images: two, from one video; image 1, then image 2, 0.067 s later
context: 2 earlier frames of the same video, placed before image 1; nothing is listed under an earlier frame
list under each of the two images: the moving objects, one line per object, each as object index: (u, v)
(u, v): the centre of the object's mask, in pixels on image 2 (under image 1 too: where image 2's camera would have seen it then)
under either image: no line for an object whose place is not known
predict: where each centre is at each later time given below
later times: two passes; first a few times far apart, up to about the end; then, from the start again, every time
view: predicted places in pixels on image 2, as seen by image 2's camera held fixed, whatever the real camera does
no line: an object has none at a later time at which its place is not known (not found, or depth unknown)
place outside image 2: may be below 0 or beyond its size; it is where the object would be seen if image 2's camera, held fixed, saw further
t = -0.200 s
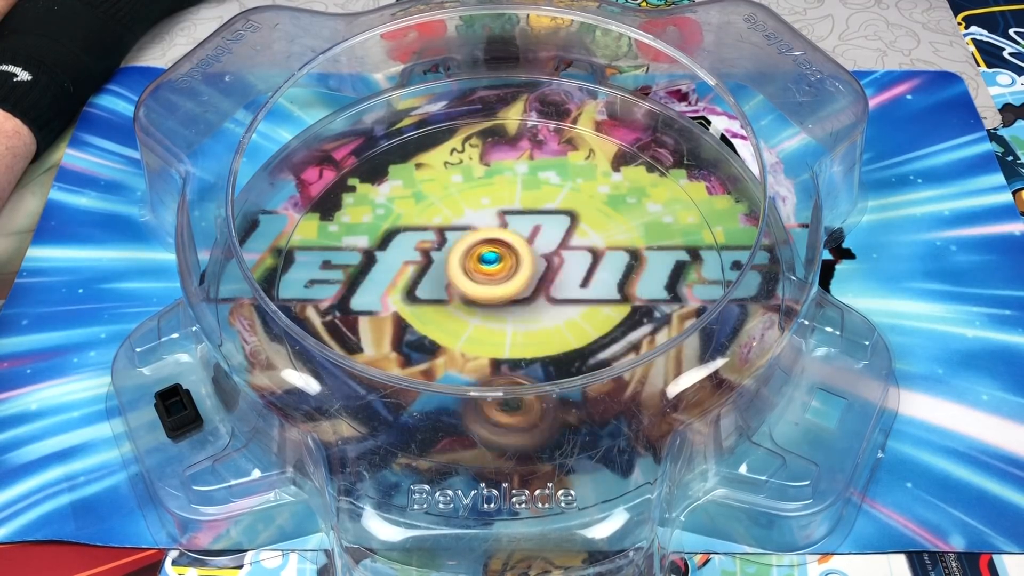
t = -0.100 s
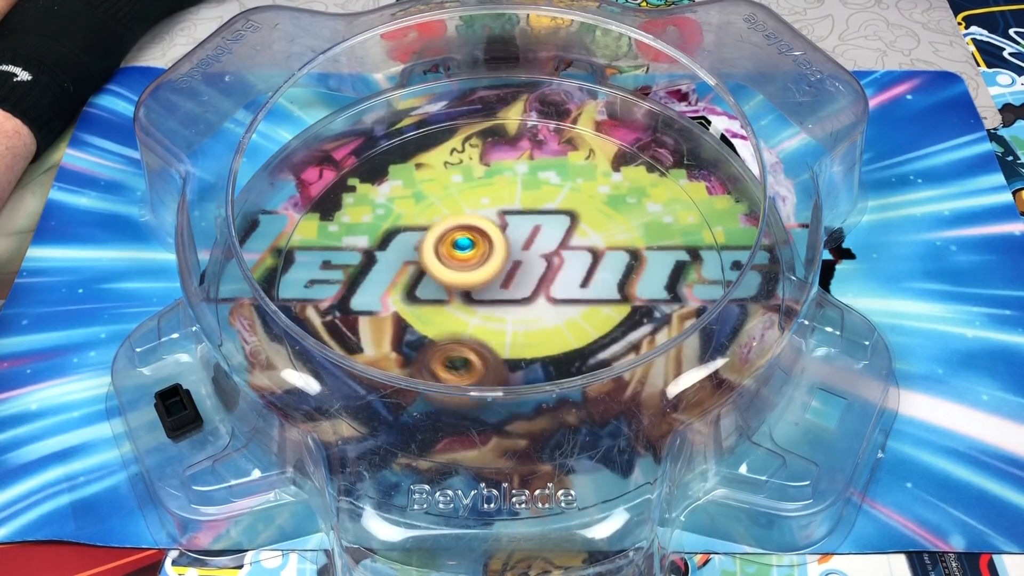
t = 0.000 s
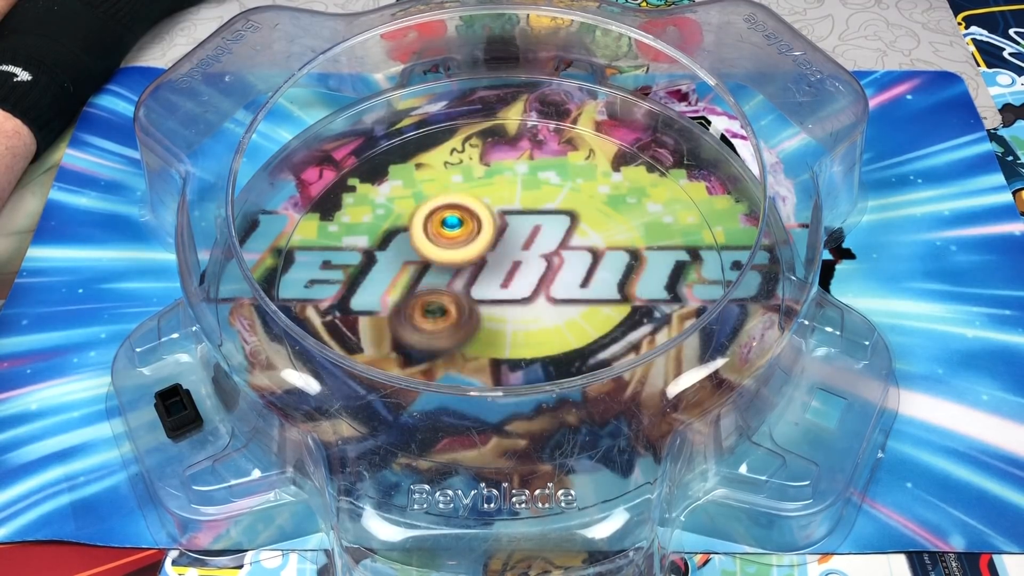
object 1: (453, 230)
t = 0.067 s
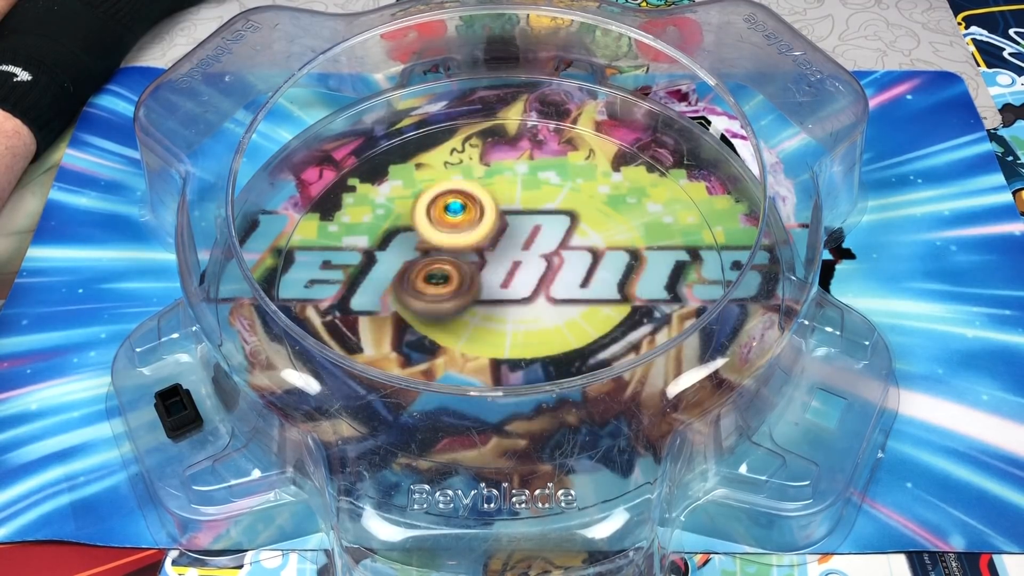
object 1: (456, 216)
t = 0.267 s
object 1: (511, 165)
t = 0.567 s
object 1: (563, 208)
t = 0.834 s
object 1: (516, 239)
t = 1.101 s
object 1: (458, 205)
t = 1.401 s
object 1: (468, 197)
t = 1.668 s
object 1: (483, 222)
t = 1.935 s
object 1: (476, 187)
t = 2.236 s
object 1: (487, 246)
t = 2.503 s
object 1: (438, 260)
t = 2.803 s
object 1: (447, 260)
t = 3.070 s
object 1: (465, 277)
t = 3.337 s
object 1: (480, 306)
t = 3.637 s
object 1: (500, 311)
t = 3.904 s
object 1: (553, 333)
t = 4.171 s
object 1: (548, 317)
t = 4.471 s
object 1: (612, 266)
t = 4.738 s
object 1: (599, 243)
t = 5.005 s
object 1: (577, 190)
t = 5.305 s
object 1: (508, 192)
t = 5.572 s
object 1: (449, 178)
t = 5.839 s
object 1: (420, 226)
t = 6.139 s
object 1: (396, 286)
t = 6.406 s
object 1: (431, 325)
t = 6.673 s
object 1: (511, 339)
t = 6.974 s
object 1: (578, 310)
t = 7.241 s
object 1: (589, 260)
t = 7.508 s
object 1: (552, 216)
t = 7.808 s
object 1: (486, 199)
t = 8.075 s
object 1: (440, 225)
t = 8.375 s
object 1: (428, 281)
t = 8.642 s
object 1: (464, 321)
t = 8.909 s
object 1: (526, 326)
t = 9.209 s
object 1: (575, 293)
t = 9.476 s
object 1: (601, 247)
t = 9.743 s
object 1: (559, 215)
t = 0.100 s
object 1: (460, 199)
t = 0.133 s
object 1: (466, 185)
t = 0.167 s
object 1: (476, 173)
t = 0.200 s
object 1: (486, 167)
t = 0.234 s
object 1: (498, 164)
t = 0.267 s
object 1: (511, 165)
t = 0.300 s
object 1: (524, 169)
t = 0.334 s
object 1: (535, 175)
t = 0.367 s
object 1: (545, 183)
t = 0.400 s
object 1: (552, 186)
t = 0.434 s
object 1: (558, 190)
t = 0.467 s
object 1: (562, 195)
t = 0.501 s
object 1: (565, 202)
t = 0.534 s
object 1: (565, 208)
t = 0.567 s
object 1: (563, 208)
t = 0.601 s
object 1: (561, 210)
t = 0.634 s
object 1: (557, 213)
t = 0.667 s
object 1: (552, 217)
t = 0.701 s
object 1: (547, 221)
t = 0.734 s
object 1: (541, 227)
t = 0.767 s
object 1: (534, 231)
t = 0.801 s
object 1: (525, 236)
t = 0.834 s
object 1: (516, 239)
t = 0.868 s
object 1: (504, 234)
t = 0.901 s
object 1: (492, 229)
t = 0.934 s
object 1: (482, 225)
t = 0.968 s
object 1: (475, 221)
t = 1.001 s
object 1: (468, 216)
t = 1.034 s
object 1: (464, 212)
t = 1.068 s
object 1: (461, 208)
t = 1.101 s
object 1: (458, 205)
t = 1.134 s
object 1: (457, 202)
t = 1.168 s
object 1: (457, 199)
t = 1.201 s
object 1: (458, 198)
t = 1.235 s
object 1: (460, 197)
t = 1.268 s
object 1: (463, 198)
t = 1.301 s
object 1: (466, 201)
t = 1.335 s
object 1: (469, 204)
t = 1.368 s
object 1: (470, 204)
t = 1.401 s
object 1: (468, 197)
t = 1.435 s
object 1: (467, 192)
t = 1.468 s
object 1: (468, 191)
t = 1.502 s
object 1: (470, 192)
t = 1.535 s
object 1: (472, 195)
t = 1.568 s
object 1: (475, 200)
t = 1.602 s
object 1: (478, 206)
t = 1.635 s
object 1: (481, 213)
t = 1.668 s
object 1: (483, 222)
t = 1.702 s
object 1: (483, 227)
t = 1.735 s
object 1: (476, 214)
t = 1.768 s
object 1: (471, 202)
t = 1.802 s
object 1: (468, 195)
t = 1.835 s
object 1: (468, 190)
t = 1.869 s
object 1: (469, 188)
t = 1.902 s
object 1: (472, 186)
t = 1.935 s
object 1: (476, 187)
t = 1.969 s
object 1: (479, 190)
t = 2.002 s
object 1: (483, 193)
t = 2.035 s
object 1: (486, 198)
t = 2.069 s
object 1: (489, 204)
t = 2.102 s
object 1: (492, 211)
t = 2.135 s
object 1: (492, 218)
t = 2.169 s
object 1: (491, 228)
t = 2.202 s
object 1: (489, 237)
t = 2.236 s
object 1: (487, 246)
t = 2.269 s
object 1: (482, 254)
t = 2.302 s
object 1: (474, 257)
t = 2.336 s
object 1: (467, 258)
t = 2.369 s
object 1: (460, 259)
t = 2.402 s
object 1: (454, 259)
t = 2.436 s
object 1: (447, 260)
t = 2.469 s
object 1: (442, 260)
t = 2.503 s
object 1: (438, 260)
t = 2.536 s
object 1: (434, 259)
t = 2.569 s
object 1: (431, 259)
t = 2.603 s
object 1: (429, 258)
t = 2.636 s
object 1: (429, 258)
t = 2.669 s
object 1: (431, 258)
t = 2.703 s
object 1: (434, 257)
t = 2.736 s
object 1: (438, 257)
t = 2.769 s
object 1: (443, 258)
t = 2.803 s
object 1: (447, 260)
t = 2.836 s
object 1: (446, 261)
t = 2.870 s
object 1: (446, 262)
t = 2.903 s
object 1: (448, 264)
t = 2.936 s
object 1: (450, 266)
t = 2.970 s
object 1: (454, 268)
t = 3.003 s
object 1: (457, 270)
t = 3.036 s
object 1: (461, 274)
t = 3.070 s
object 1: (465, 277)
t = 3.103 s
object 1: (469, 282)
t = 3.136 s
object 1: (470, 286)
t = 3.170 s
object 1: (472, 291)
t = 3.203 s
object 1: (474, 295)
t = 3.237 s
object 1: (476, 298)
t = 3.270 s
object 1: (477, 301)
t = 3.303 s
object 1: (478, 303)
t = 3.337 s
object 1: (480, 306)
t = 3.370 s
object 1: (481, 307)
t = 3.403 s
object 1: (482, 309)
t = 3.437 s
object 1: (484, 311)
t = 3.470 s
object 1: (486, 312)
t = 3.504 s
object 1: (488, 313)
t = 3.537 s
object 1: (491, 313)
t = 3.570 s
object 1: (494, 313)
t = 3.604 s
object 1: (497, 313)
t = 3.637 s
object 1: (500, 311)
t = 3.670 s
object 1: (505, 311)
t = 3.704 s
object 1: (517, 315)
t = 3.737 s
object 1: (528, 320)
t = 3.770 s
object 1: (537, 323)
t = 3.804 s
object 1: (544, 327)
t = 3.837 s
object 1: (548, 329)
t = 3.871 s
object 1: (551, 332)
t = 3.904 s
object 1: (553, 333)
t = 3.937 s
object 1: (555, 335)
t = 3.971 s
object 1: (555, 335)
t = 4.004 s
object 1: (556, 335)
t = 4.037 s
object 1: (556, 334)
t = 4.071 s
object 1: (555, 331)
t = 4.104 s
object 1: (553, 328)
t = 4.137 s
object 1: (550, 323)
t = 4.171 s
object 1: (548, 317)
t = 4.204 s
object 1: (547, 310)
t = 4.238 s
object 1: (558, 302)
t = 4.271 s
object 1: (570, 296)
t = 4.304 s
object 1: (580, 290)
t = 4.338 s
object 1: (588, 284)
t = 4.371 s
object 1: (596, 279)
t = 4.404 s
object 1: (603, 275)
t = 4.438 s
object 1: (608, 270)
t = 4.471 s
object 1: (612, 266)
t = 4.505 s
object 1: (615, 263)
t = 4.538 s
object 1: (617, 259)
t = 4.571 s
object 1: (618, 256)
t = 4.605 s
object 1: (617, 253)
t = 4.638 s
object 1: (615, 251)
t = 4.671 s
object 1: (611, 248)
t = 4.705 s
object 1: (606, 246)
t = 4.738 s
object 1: (599, 243)
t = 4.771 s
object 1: (592, 240)
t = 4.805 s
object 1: (591, 229)
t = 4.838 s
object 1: (591, 217)
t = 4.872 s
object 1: (589, 210)
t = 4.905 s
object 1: (588, 203)
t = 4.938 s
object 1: (585, 198)
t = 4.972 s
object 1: (581, 194)
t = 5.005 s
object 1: (577, 190)
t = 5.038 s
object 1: (572, 188)
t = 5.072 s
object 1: (566, 186)
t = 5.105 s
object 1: (559, 186)
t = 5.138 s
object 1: (553, 185)
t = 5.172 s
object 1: (543, 185)
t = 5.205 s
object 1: (536, 186)
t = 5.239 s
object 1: (526, 188)
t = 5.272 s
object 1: (519, 190)
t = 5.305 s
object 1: (508, 192)
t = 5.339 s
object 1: (498, 188)
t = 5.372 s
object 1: (487, 181)
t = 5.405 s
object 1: (478, 177)
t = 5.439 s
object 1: (471, 174)
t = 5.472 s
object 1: (464, 173)
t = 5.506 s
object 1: (459, 173)
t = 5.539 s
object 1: (453, 175)
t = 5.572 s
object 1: (449, 178)
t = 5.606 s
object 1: (445, 181)
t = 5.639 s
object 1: (442, 186)
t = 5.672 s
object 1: (438, 192)
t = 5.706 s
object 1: (435, 199)
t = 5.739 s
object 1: (433, 206)
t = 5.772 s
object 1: (430, 214)
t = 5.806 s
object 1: (426, 221)
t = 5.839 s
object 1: (420, 226)
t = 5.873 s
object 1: (414, 230)
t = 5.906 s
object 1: (409, 237)
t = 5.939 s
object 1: (406, 244)
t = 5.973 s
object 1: (403, 251)
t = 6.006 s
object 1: (403, 258)
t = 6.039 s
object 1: (402, 266)
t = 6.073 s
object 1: (401, 273)
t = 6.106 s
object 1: (398, 280)
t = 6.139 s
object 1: (396, 286)
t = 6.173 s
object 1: (396, 293)
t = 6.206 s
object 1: (397, 298)
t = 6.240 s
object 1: (400, 303)
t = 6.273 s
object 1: (404, 309)
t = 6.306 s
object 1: (409, 313)
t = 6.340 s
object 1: (415, 318)
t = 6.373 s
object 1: (422, 321)
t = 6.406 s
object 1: (431, 325)
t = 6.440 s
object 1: (439, 328)
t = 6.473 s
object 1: (448, 330)
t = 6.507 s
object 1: (458, 333)
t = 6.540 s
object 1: (470, 334)
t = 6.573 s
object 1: (480, 335)
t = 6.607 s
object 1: (490, 338)
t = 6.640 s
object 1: (501, 339)
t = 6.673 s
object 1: (511, 339)
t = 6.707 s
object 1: (521, 338)
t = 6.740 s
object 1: (530, 337)
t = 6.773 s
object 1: (539, 334)
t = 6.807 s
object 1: (547, 331)
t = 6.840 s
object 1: (555, 328)
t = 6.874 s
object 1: (562, 324)
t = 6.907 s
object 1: (568, 320)
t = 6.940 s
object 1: (573, 315)
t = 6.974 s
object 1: (578, 310)
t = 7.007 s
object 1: (582, 304)
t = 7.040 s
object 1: (586, 298)
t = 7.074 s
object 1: (589, 292)
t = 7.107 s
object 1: (591, 286)
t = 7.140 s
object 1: (591, 279)
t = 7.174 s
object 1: (591, 273)
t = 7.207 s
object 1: (590, 267)
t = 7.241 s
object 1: (589, 260)
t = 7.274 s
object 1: (586, 254)
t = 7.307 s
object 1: (583, 248)
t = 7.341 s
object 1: (580, 242)
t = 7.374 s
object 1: (575, 236)
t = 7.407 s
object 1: (570, 230)
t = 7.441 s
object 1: (565, 225)
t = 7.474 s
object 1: (558, 221)
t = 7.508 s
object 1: (552, 216)
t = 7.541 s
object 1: (545, 212)
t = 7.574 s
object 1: (538, 209)
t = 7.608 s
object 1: (531, 206)
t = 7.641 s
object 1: (523, 203)
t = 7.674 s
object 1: (516, 200)
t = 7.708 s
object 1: (508, 199)
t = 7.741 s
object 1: (501, 199)
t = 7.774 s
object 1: (494, 199)
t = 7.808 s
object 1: (486, 199)
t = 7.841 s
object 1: (479, 201)
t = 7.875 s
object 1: (473, 203)
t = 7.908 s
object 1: (467, 205)
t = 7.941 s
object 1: (461, 208)
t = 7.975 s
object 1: (456, 212)
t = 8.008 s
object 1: (450, 216)
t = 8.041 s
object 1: (444, 221)
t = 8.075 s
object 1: (440, 225)
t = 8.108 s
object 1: (436, 230)
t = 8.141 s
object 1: (432, 236)
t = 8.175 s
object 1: (429, 243)
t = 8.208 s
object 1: (427, 249)
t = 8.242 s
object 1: (426, 255)
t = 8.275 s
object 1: (426, 262)
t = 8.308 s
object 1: (426, 268)
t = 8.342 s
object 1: (427, 275)
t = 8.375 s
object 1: (428, 281)
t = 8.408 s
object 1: (430, 288)
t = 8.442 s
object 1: (433, 294)
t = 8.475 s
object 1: (436, 299)
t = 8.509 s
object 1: (441, 305)
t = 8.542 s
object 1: (446, 309)
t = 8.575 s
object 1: (452, 314)
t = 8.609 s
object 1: (458, 318)
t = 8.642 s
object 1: (464, 321)
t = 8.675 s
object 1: (472, 324)
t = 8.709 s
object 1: (479, 326)
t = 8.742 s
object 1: (487, 328)
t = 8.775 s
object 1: (495, 329)
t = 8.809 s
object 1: (503, 329)
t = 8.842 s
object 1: (510, 328)
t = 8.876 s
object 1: (518, 327)
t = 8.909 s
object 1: (526, 326)
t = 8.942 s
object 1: (534, 324)
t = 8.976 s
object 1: (542, 322)
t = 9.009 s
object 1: (550, 319)
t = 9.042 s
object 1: (556, 316)
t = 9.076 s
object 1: (561, 312)
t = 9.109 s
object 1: (566, 308)
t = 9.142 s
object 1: (570, 303)
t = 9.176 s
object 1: (573, 299)
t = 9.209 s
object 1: (575, 293)
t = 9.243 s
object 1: (577, 287)
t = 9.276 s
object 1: (583, 281)
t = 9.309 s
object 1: (590, 275)
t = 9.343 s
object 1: (596, 269)
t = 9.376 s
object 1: (600, 263)
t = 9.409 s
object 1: (601, 257)
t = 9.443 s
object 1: (602, 252)
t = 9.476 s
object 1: (601, 247)
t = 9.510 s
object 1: (599, 242)
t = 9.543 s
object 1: (596, 237)
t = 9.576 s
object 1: (592, 232)
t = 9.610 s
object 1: (587, 228)
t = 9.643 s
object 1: (581, 225)
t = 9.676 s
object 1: (574, 222)
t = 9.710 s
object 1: (567, 219)
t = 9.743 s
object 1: (559, 215)
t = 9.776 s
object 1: (555, 206)
